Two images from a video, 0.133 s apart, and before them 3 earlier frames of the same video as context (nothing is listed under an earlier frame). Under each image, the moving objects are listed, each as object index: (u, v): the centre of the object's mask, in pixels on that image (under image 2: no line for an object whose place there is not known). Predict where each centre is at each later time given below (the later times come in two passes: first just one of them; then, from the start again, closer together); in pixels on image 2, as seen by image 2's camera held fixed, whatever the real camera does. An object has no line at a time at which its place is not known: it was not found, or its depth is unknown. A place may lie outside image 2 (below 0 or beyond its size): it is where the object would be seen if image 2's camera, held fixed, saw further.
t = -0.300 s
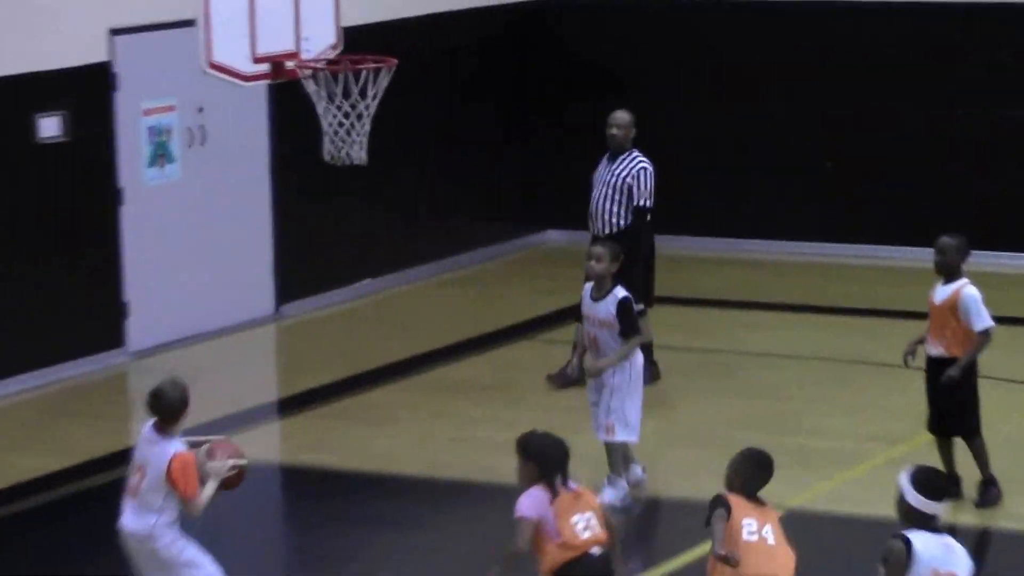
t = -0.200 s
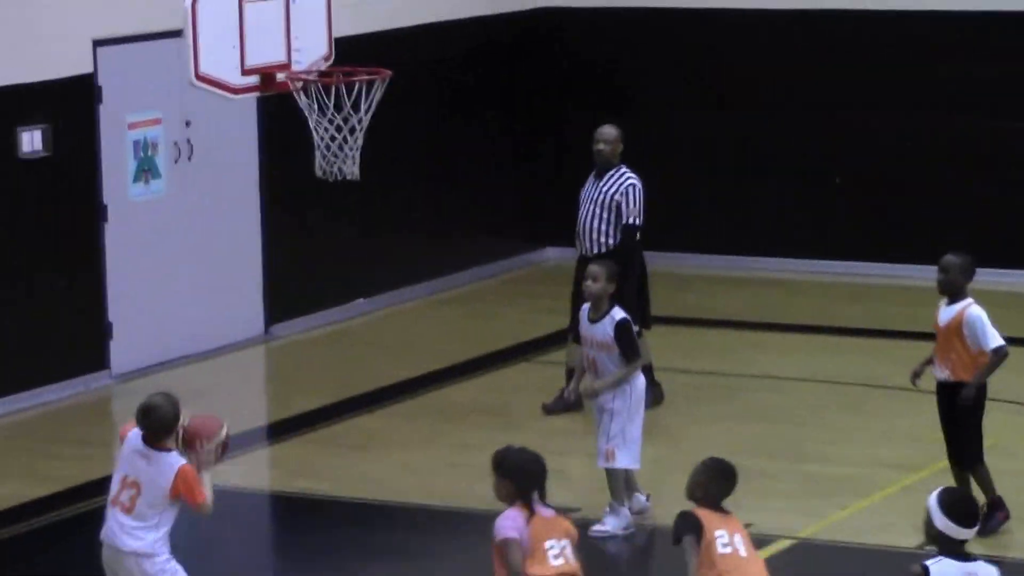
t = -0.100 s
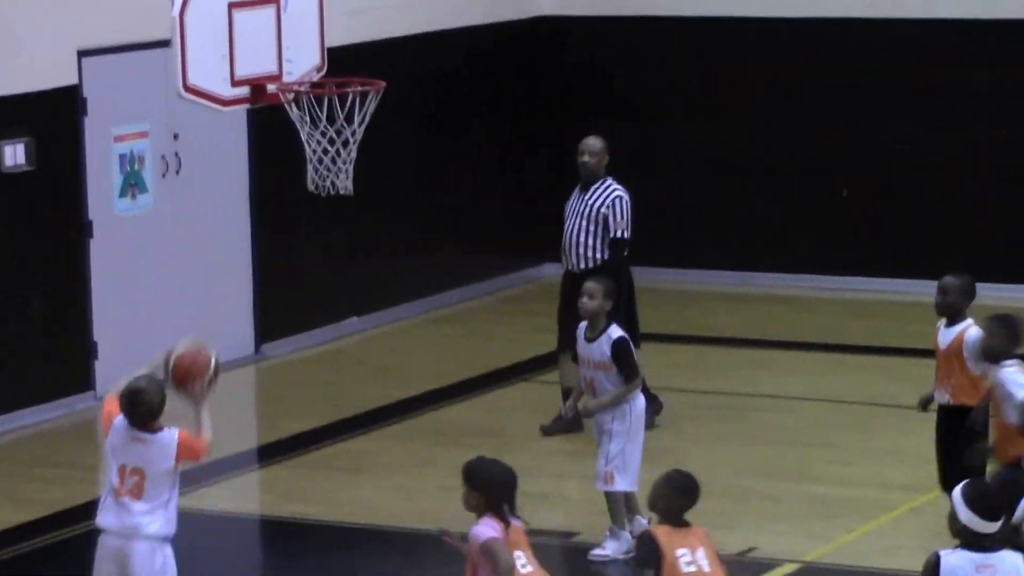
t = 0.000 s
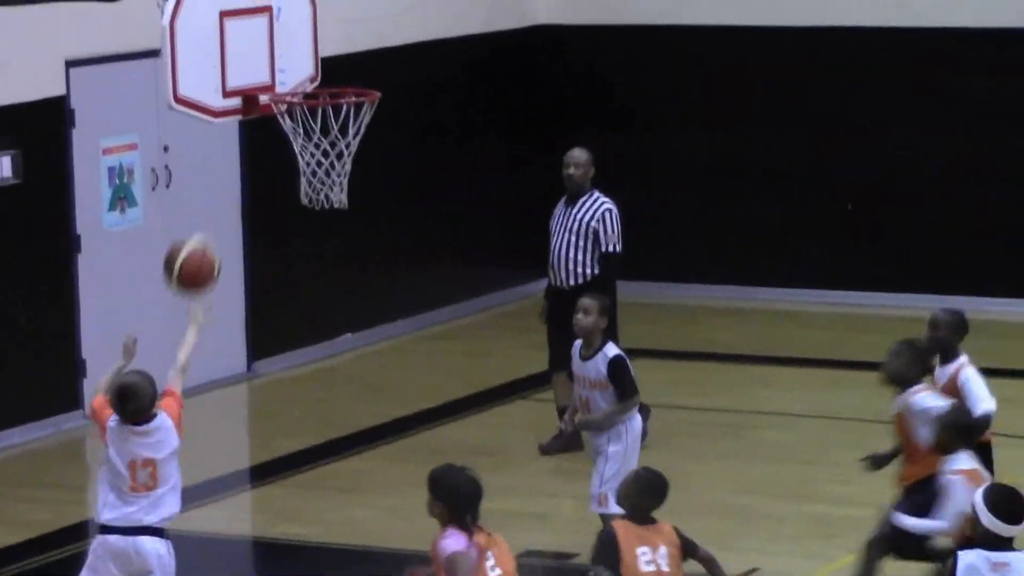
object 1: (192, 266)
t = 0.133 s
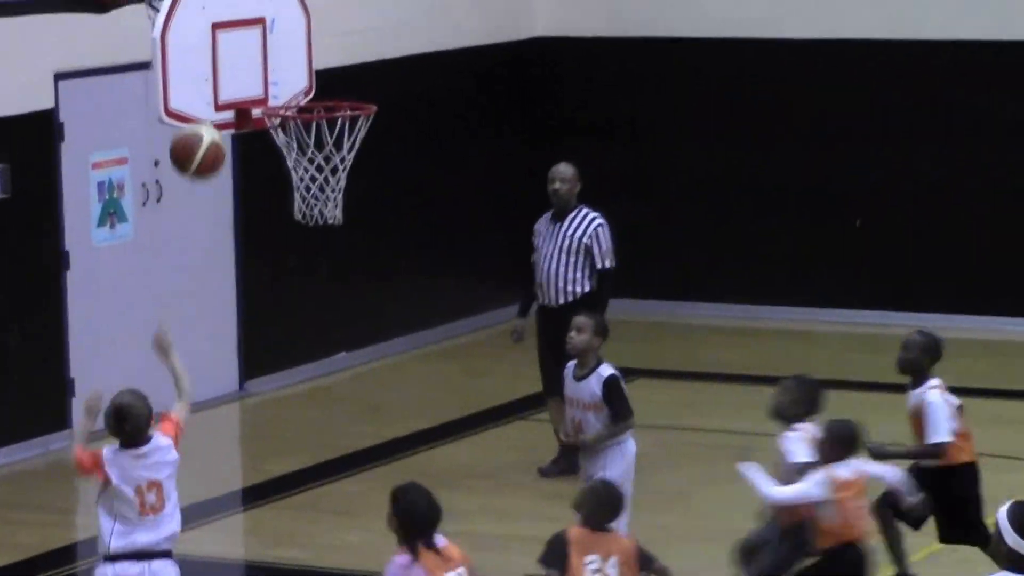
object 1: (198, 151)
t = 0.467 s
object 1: (263, 30)
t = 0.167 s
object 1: (202, 125)
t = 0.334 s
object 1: (221, 39)
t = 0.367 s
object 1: (223, 31)
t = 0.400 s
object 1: (236, 28)
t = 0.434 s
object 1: (249, 28)
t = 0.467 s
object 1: (263, 30)
